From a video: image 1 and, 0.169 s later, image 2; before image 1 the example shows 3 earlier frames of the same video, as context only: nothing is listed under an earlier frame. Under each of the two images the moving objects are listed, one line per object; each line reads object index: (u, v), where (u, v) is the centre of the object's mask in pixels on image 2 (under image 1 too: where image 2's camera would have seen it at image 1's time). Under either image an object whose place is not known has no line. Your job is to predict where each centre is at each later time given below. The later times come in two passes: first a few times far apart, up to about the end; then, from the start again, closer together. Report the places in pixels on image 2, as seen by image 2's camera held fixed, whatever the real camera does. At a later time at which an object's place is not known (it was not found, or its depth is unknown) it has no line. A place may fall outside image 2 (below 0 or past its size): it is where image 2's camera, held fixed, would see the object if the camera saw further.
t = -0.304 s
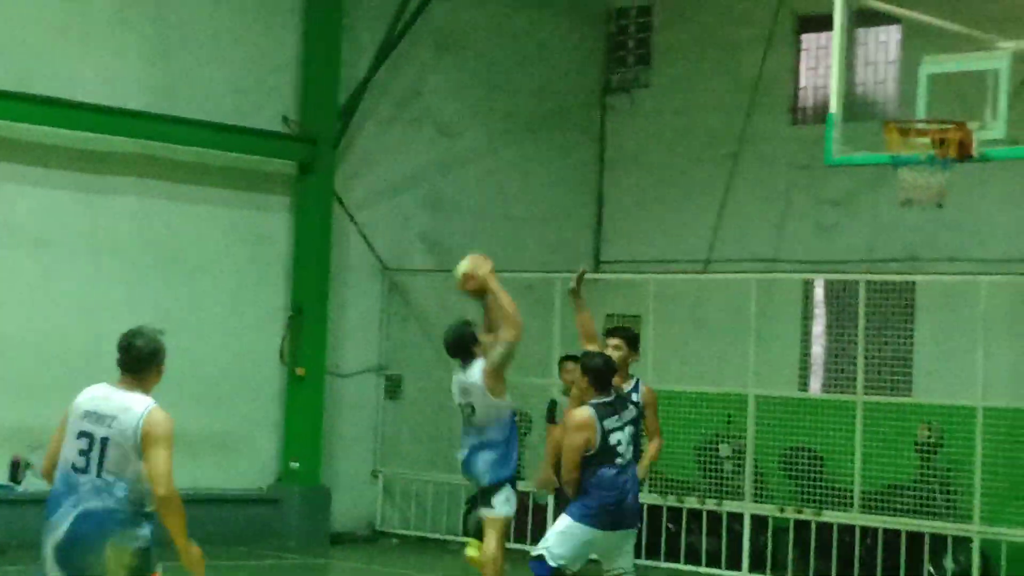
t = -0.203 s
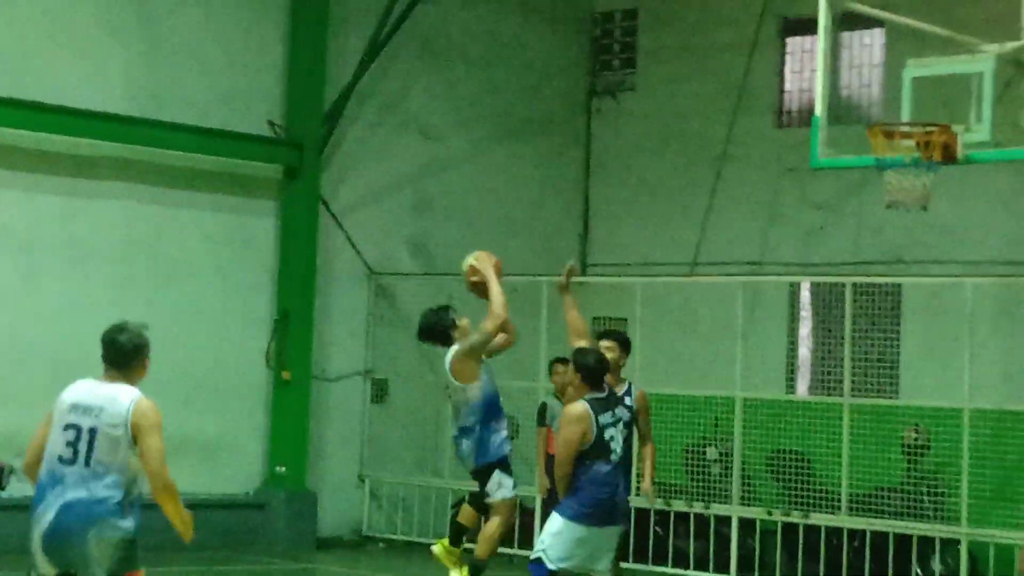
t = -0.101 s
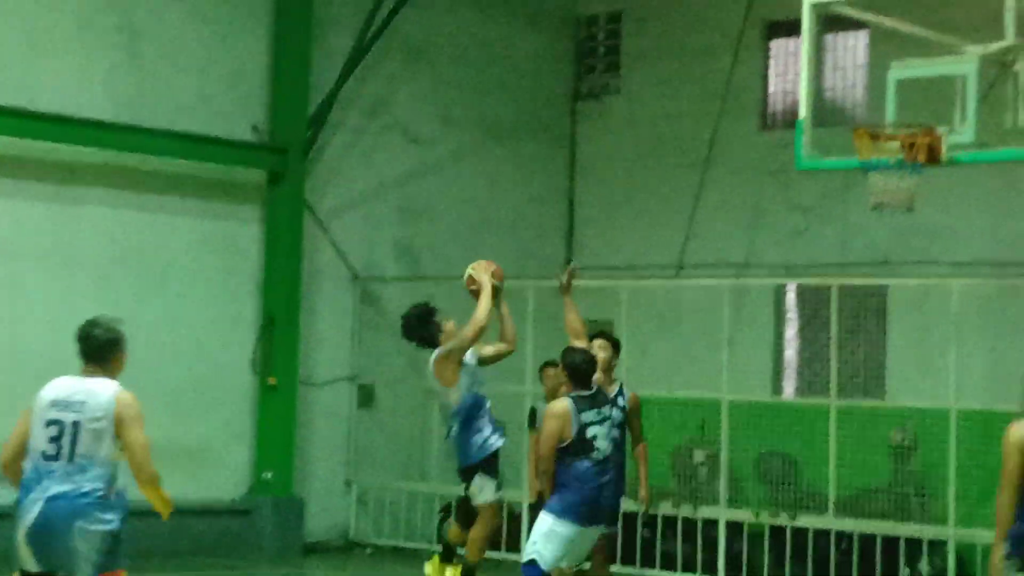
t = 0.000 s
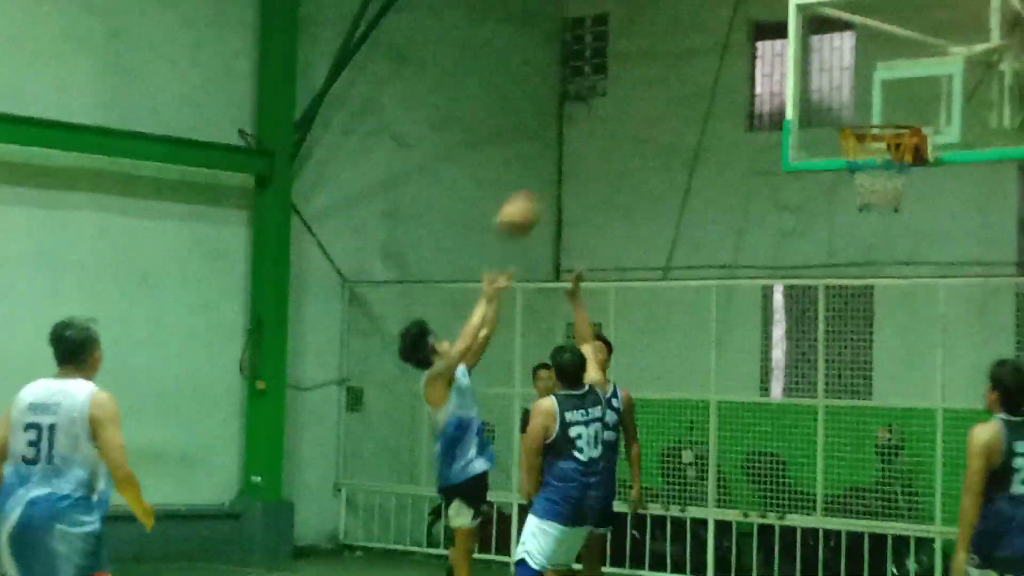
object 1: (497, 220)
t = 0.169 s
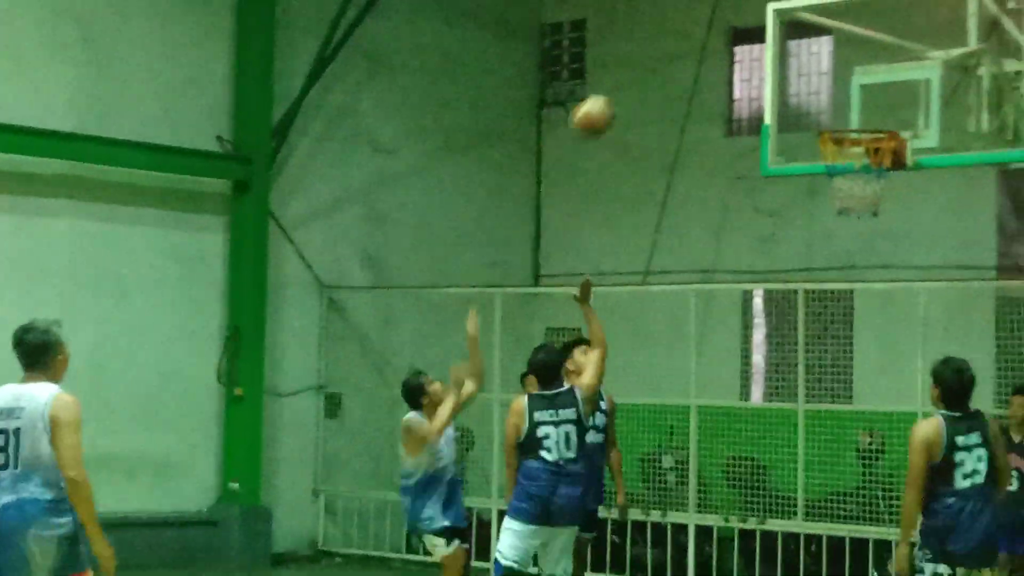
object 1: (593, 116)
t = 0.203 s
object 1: (612, 101)
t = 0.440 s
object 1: (744, 46)
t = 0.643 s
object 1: (854, 71)
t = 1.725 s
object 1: (854, 202)
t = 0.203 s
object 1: (612, 101)
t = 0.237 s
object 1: (631, 88)
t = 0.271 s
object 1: (650, 76)
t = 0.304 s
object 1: (669, 67)
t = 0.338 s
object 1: (687, 60)
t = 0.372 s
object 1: (707, 53)
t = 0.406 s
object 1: (725, 49)
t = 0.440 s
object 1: (744, 46)
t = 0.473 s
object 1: (762, 46)
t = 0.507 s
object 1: (782, 47)
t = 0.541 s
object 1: (799, 50)
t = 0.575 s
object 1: (816, 54)
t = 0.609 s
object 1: (837, 63)
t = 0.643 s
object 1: (854, 71)
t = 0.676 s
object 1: (871, 80)
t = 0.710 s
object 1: (873, 87)
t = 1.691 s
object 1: (856, 199)
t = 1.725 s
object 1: (854, 202)
